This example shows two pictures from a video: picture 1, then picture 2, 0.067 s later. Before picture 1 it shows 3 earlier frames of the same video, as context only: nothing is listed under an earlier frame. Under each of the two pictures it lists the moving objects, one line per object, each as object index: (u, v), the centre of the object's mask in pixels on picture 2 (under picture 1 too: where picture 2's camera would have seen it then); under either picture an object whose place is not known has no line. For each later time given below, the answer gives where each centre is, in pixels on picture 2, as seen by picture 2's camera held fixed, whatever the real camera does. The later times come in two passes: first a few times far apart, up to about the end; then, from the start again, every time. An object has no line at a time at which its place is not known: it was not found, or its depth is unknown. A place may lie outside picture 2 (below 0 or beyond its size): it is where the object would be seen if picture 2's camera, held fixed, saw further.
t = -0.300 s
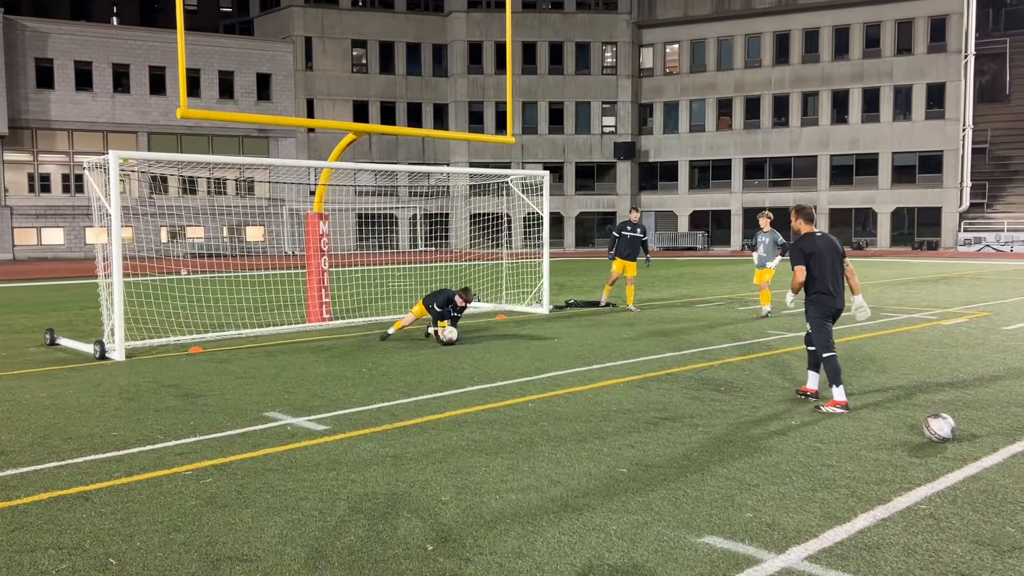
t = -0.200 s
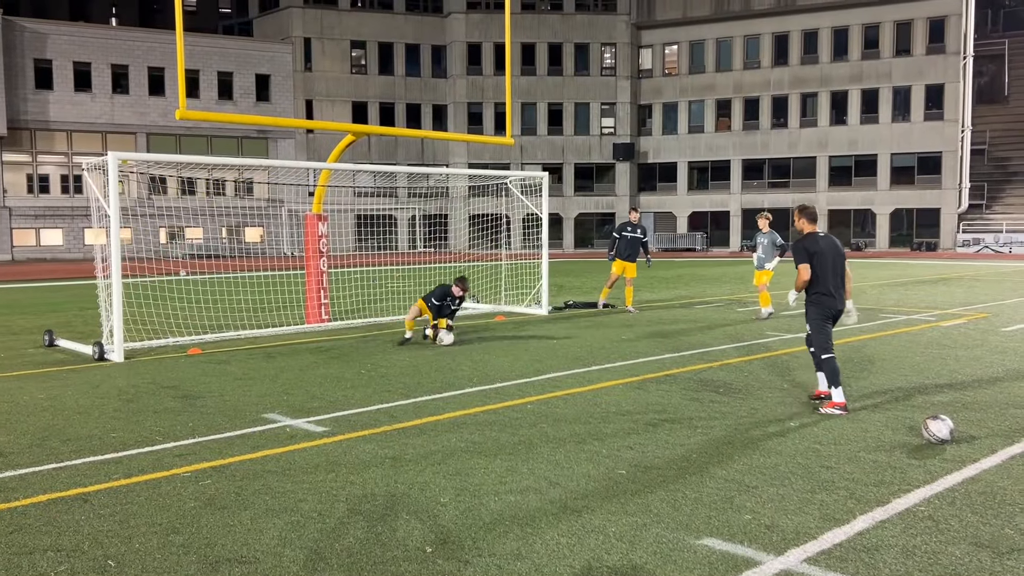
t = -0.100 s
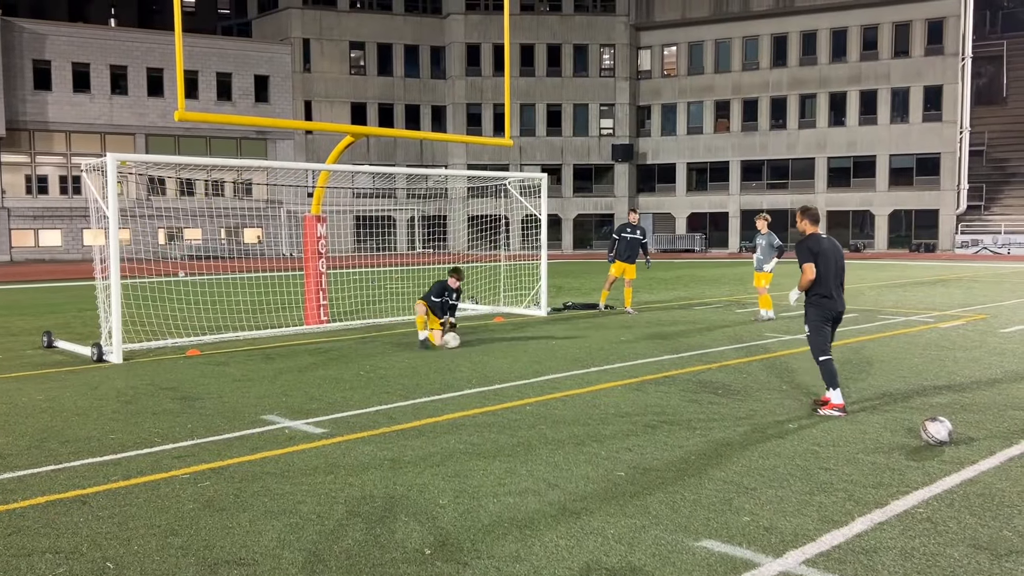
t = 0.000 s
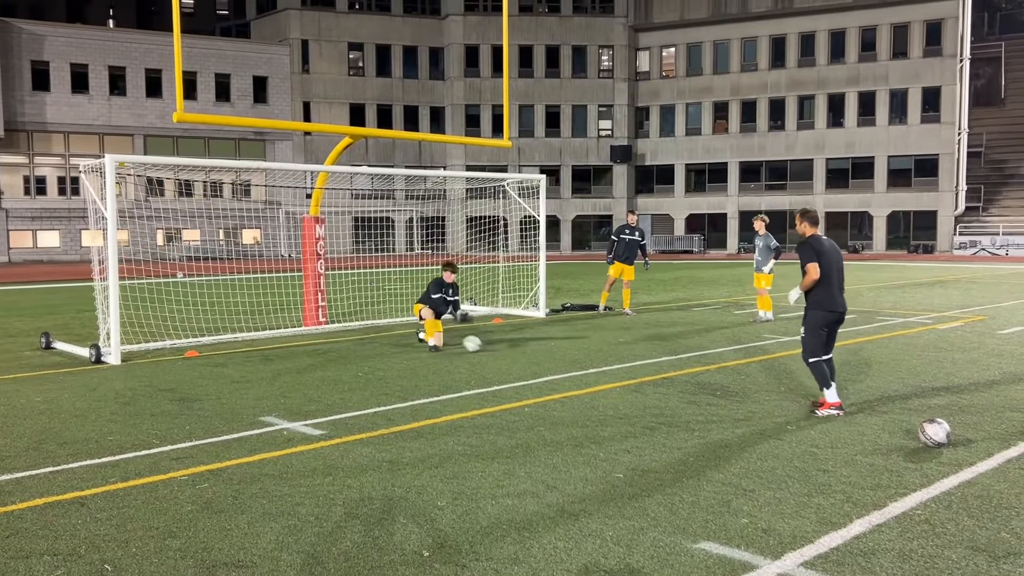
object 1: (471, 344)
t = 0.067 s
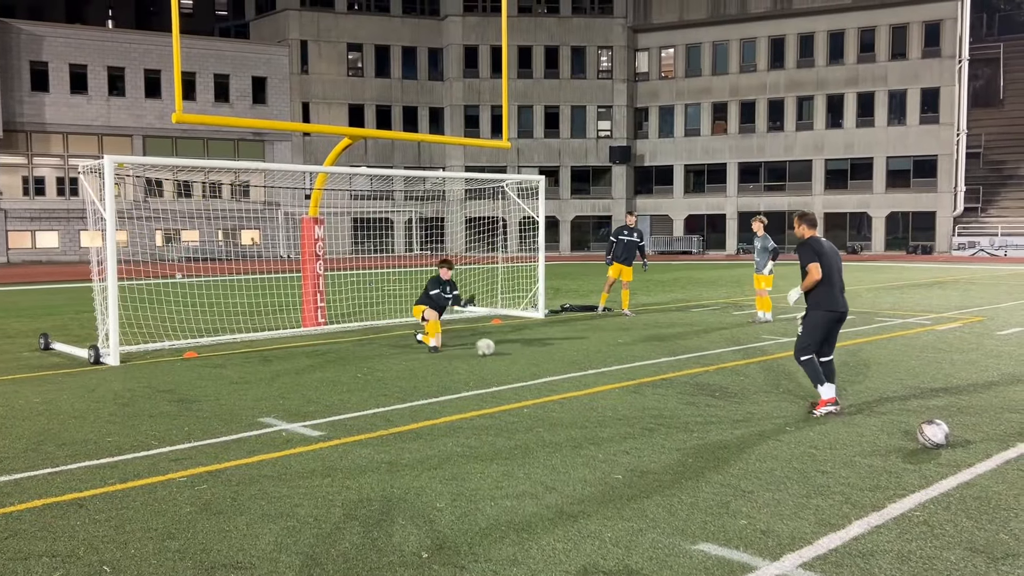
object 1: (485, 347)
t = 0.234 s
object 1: (518, 352)
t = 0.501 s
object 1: (572, 361)
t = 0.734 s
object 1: (625, 368)
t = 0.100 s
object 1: (492, 348)
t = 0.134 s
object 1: (499, 350)
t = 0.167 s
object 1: (505, 350)
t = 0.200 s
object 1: (512, 351)
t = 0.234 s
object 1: (518, 352)
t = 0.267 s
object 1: (525, 353)
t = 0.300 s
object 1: (531, 354)
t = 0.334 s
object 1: (538, 355)
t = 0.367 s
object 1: (544, 357)
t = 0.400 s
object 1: (552, 357)
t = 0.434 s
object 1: (559, 358)
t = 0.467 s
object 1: (566, 360)
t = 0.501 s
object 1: (572, 361)
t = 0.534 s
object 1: (579, 362)
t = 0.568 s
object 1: (587, 363)
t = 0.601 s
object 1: (594, 364)
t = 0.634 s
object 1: (602, 365)
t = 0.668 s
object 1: (610, 366)
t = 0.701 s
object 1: (617, 367)
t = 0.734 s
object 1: (625, 368)
